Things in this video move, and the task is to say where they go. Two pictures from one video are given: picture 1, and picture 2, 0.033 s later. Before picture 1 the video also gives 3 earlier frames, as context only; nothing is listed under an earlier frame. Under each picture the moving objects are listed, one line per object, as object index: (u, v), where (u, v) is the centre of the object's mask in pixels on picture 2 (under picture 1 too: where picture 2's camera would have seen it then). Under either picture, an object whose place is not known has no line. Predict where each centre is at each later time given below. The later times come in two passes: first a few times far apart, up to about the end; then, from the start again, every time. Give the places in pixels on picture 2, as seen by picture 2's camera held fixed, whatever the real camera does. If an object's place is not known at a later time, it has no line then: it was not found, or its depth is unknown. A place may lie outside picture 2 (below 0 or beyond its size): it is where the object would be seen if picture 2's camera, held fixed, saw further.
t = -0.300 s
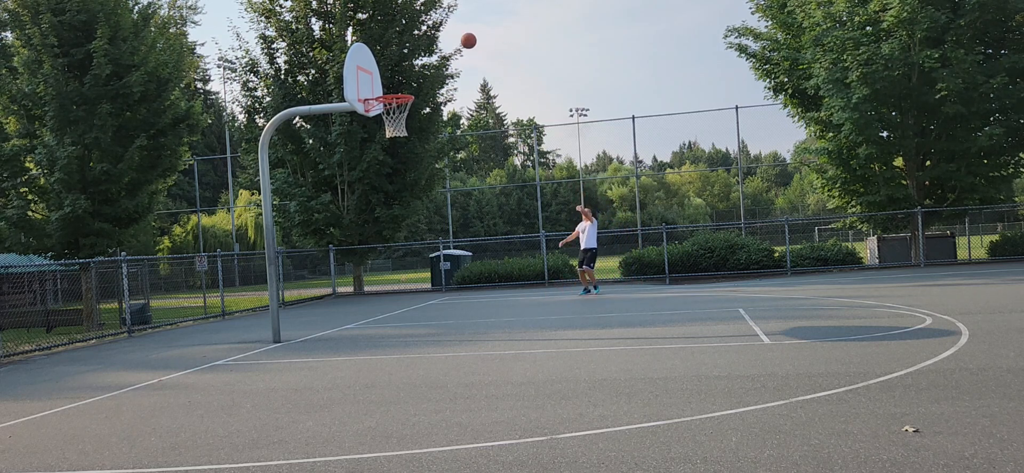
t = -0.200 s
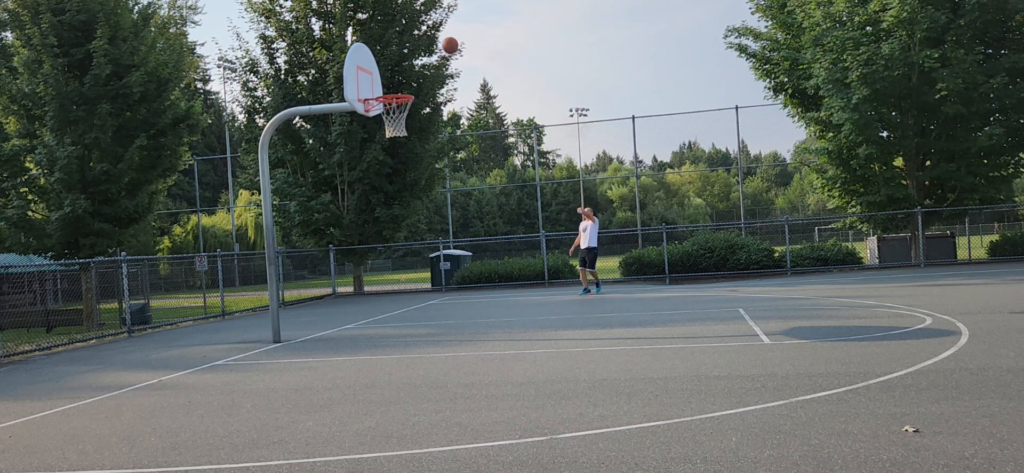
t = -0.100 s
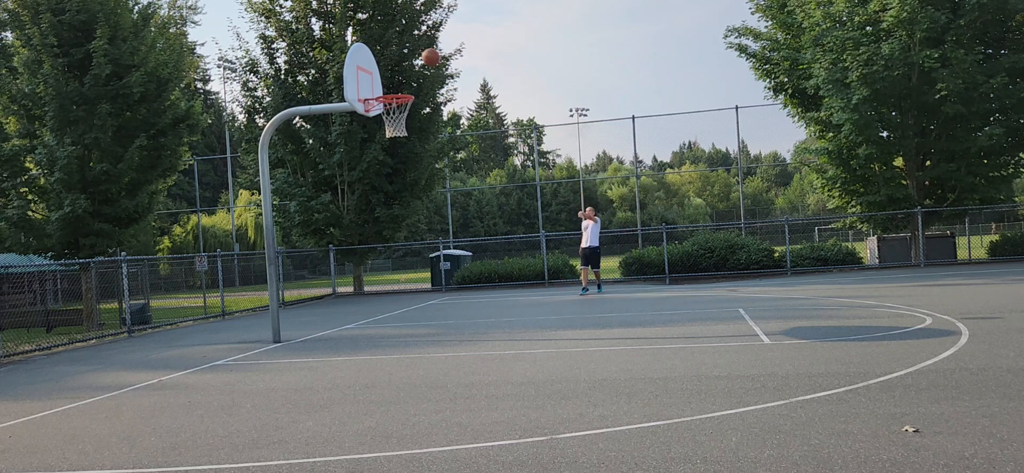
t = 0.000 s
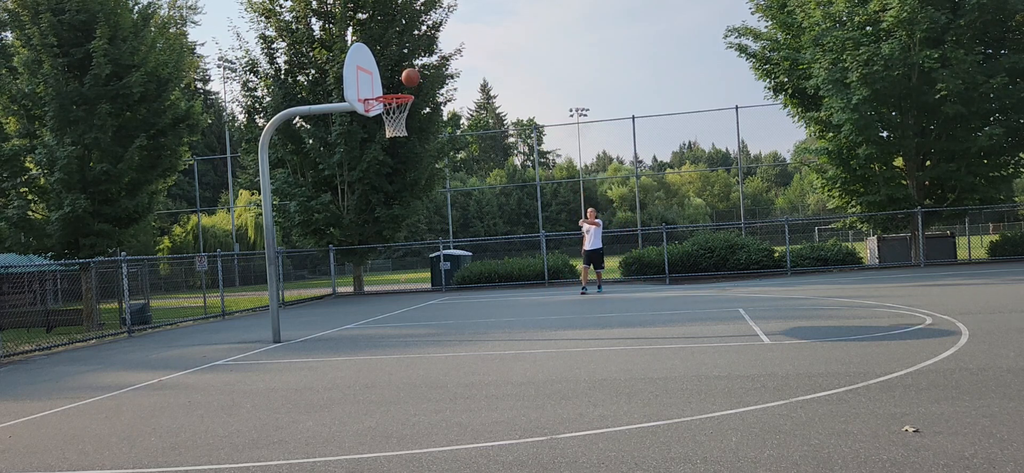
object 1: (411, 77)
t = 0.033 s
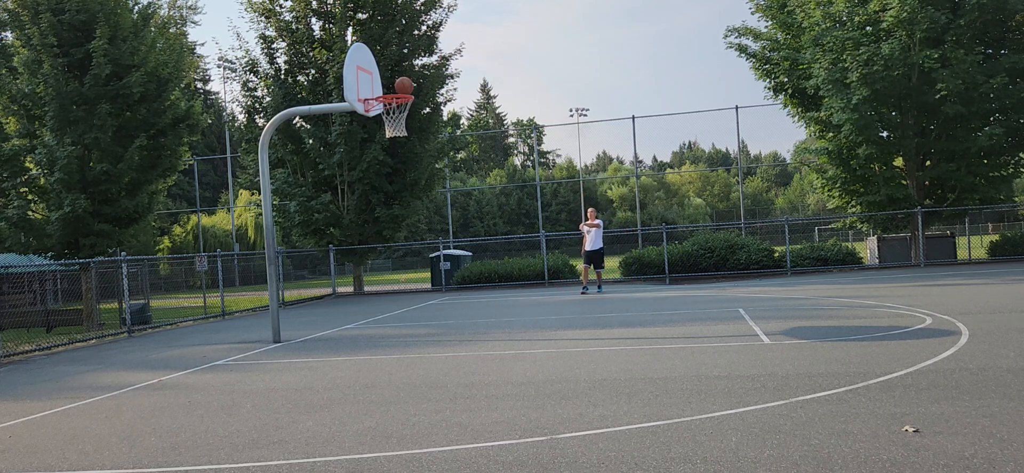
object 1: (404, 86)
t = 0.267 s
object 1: (383, 35)
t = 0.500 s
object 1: (369, 8)
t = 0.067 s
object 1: (398, 90)
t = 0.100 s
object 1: (395, 82)
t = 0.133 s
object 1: (393, 71)
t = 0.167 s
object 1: (391, 60)
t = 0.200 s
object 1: (388, 51)
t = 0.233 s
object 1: (386, 43)
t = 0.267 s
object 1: (383, 35)
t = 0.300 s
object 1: (381, 29)
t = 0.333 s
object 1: (379, 23)
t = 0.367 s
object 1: (377, 18)
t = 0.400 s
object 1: (375, 14)
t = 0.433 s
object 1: (373, 11)
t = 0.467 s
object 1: (371, 9)
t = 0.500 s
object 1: (369, 8)
